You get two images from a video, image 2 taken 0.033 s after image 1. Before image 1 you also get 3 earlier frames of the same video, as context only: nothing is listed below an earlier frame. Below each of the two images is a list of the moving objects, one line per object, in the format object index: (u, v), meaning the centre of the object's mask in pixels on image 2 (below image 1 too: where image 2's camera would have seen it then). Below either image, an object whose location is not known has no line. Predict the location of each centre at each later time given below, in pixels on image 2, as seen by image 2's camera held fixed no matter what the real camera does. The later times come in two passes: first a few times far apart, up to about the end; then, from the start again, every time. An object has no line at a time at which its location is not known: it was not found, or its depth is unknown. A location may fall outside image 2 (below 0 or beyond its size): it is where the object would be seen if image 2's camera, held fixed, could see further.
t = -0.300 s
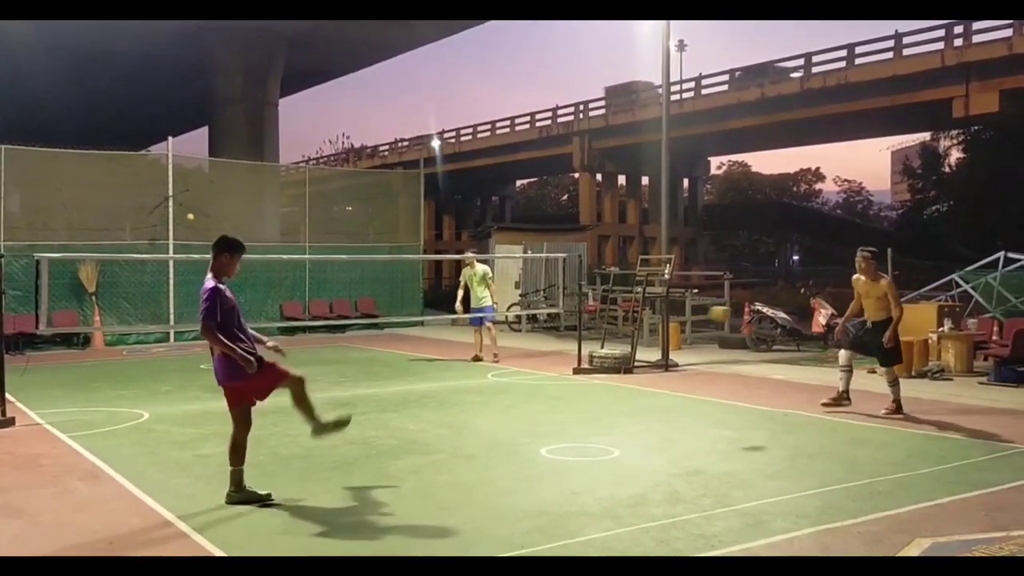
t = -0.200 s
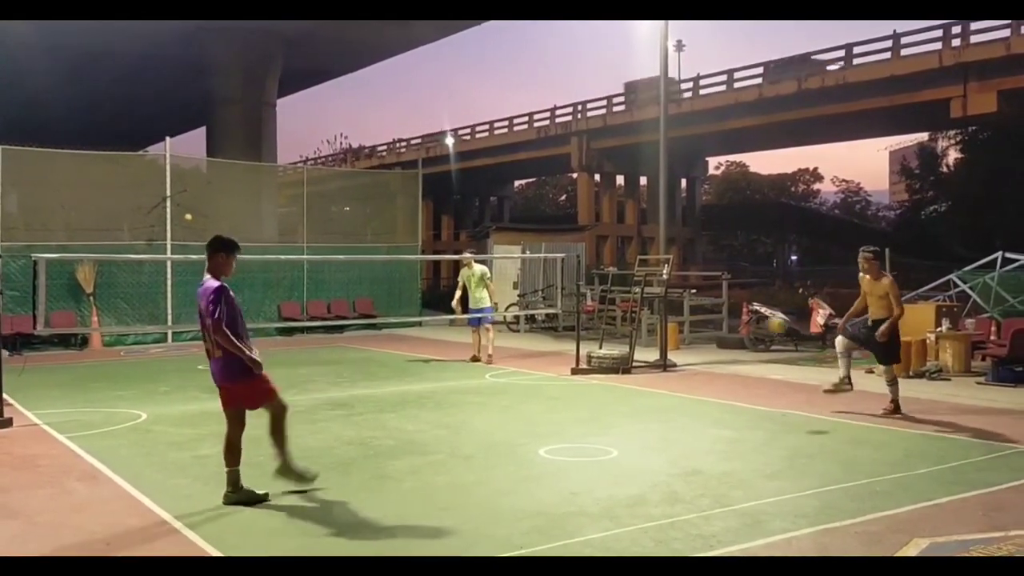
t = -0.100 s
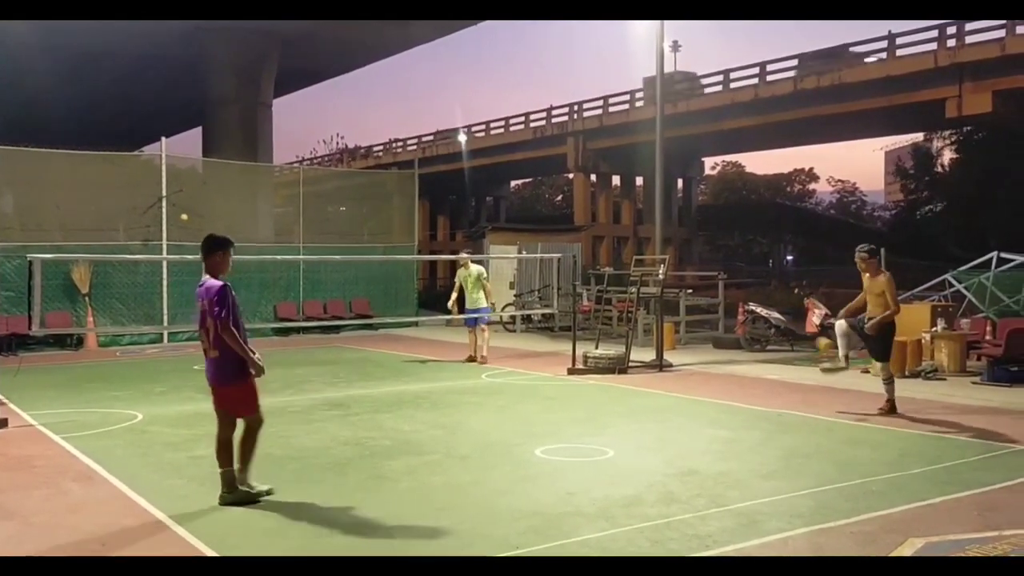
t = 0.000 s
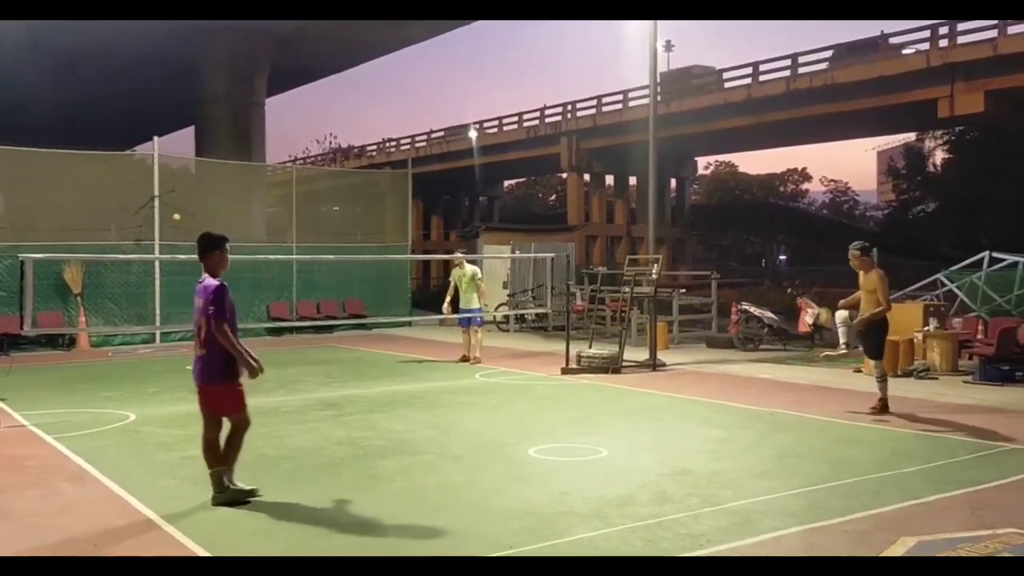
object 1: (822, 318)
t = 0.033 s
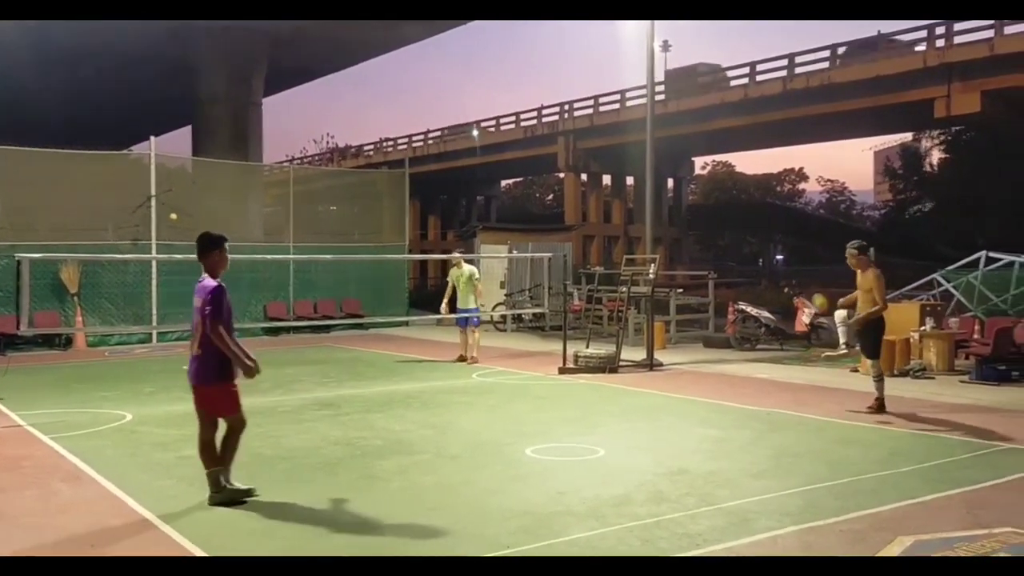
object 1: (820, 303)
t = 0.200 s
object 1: (809, 249)
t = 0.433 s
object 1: (793, 219)
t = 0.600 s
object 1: (782, 230)
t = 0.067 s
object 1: (818, 290)
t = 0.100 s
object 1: (816, 278)
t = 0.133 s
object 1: (813, 267)
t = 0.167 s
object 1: (811, 258)
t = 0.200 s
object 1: (809, 249)
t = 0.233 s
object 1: (806, 241)
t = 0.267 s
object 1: (804, 235)
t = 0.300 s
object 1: (802, 230)
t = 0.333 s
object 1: (800, 226)
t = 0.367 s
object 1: (798, 222)
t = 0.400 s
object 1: (795, 220)
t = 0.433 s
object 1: (793, 219)
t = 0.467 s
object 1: (791, 219)
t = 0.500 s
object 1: (789, 220)
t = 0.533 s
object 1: (787, 222)
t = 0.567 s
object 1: (784, 226)
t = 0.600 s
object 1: (782, 230)
